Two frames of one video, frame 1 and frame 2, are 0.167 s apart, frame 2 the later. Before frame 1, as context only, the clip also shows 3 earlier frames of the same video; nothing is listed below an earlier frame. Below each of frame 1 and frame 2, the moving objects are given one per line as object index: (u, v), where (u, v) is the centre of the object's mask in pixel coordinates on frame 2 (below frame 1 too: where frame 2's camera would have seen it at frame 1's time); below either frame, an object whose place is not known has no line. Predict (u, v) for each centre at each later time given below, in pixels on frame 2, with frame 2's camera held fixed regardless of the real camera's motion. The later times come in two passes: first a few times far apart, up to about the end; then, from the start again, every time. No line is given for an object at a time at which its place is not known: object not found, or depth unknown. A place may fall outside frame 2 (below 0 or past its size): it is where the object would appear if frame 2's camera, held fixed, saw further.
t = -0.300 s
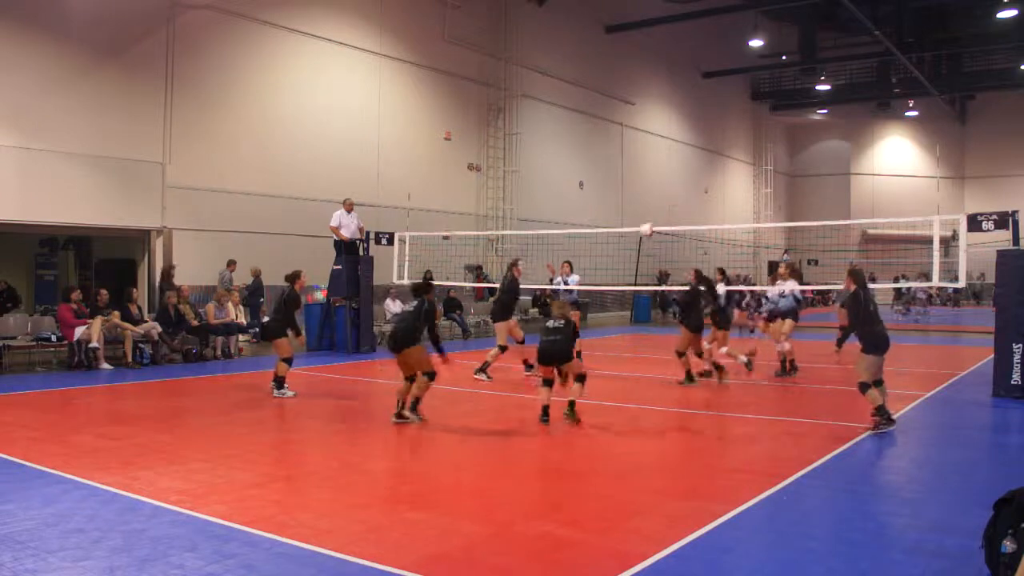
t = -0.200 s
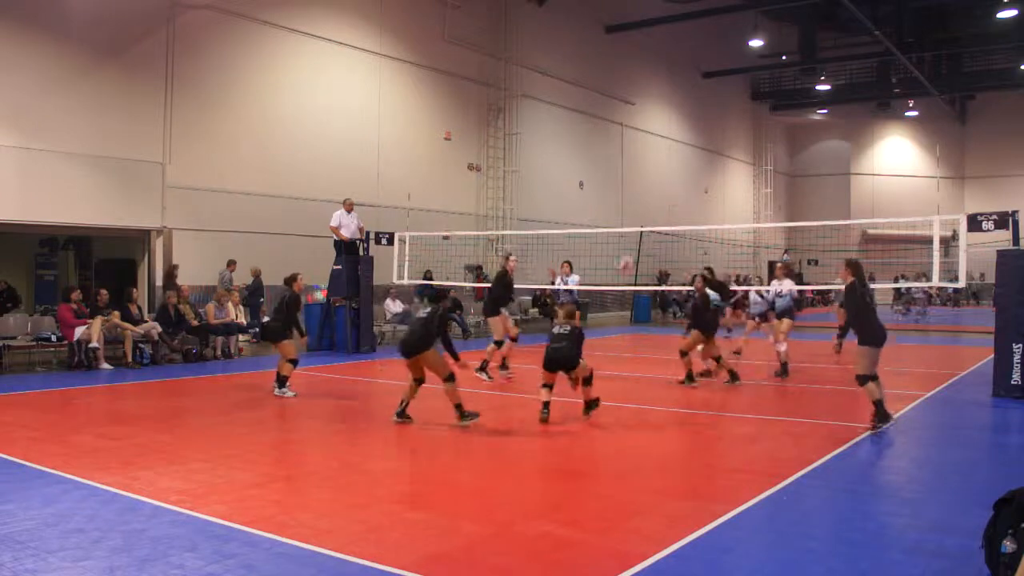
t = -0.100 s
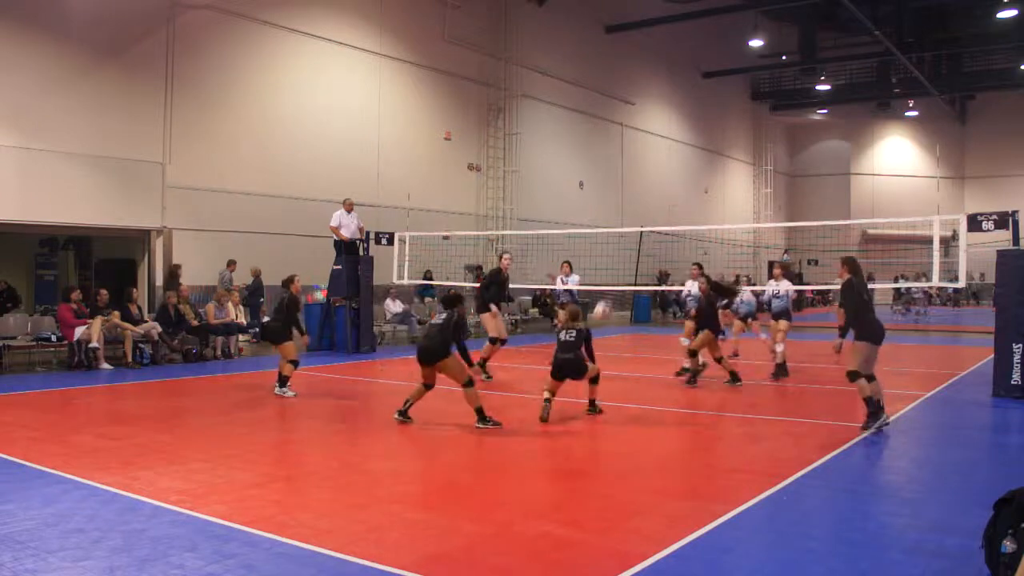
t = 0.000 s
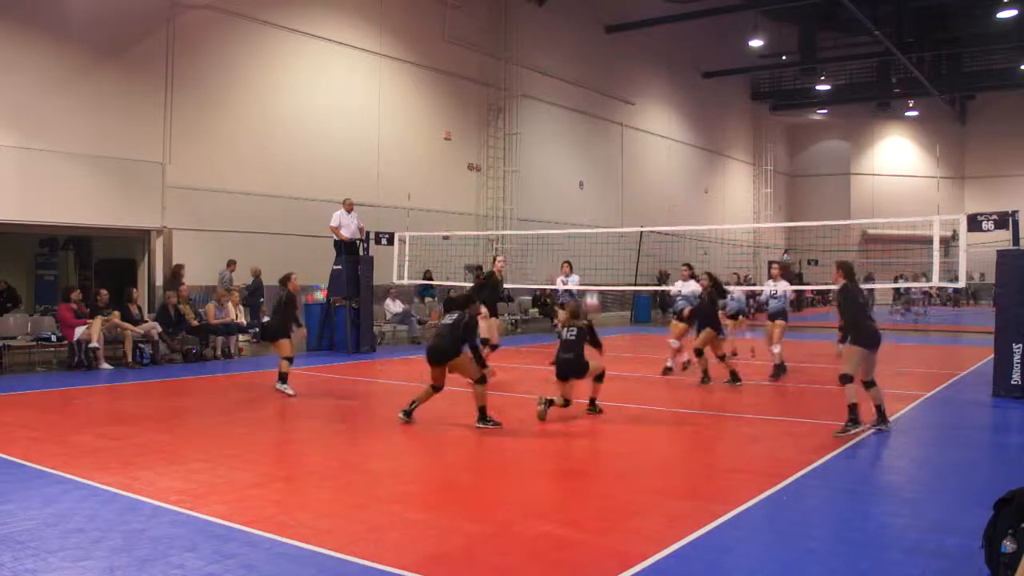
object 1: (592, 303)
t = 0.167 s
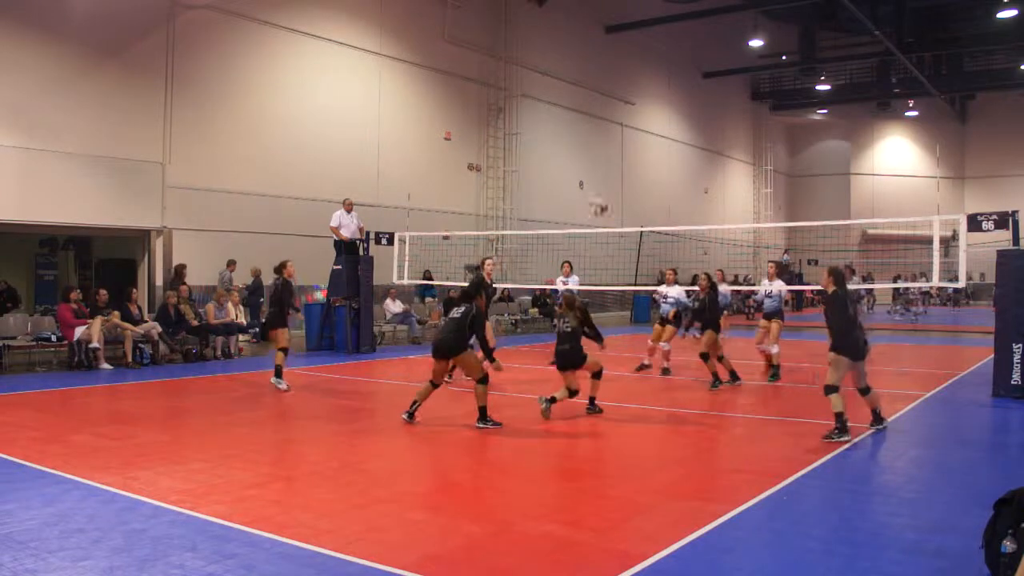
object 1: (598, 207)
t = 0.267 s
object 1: (601, 160)
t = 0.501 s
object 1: (610, 93)
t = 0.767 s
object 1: (618, 72)
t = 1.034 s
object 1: (626, 104)
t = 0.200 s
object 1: (600, 190)
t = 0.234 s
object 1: (603, 175)
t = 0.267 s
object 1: (601, 160)
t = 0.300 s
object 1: (603, 147)
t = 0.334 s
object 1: (604, 137)
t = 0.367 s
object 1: (606, 126)
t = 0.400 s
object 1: (607, 115)
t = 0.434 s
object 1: (608, 106)
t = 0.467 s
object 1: (609, 99)
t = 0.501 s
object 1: (610, 93)
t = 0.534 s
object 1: (612, 87)
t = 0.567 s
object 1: (612, 82)
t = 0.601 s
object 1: (614, 79)
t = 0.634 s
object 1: (615, 75)
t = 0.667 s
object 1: (616, 73)
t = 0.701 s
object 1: (616, 72)
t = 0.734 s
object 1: (617, 71)
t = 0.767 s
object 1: (618, 72)
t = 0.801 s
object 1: (619, 73)
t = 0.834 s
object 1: (620, 75)
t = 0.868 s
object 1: (621, 77)
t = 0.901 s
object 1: (622, 82)
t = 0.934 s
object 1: (623, 86)
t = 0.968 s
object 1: (624, 92)
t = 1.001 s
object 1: (625, 97)
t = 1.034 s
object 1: (626, 104)
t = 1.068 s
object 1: (627, 112)
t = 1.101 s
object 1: (627, 120)
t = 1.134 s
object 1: (628, 131)
